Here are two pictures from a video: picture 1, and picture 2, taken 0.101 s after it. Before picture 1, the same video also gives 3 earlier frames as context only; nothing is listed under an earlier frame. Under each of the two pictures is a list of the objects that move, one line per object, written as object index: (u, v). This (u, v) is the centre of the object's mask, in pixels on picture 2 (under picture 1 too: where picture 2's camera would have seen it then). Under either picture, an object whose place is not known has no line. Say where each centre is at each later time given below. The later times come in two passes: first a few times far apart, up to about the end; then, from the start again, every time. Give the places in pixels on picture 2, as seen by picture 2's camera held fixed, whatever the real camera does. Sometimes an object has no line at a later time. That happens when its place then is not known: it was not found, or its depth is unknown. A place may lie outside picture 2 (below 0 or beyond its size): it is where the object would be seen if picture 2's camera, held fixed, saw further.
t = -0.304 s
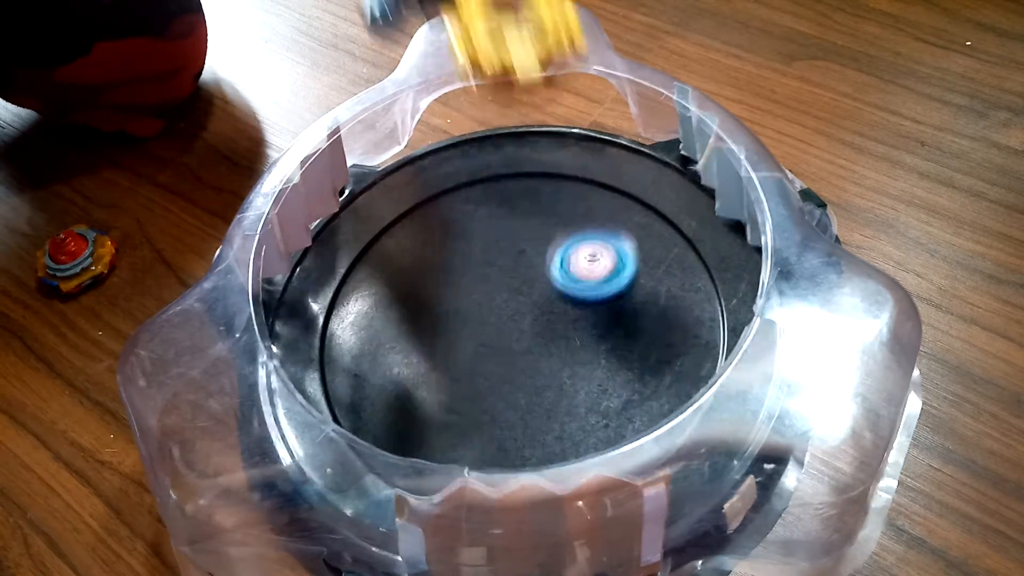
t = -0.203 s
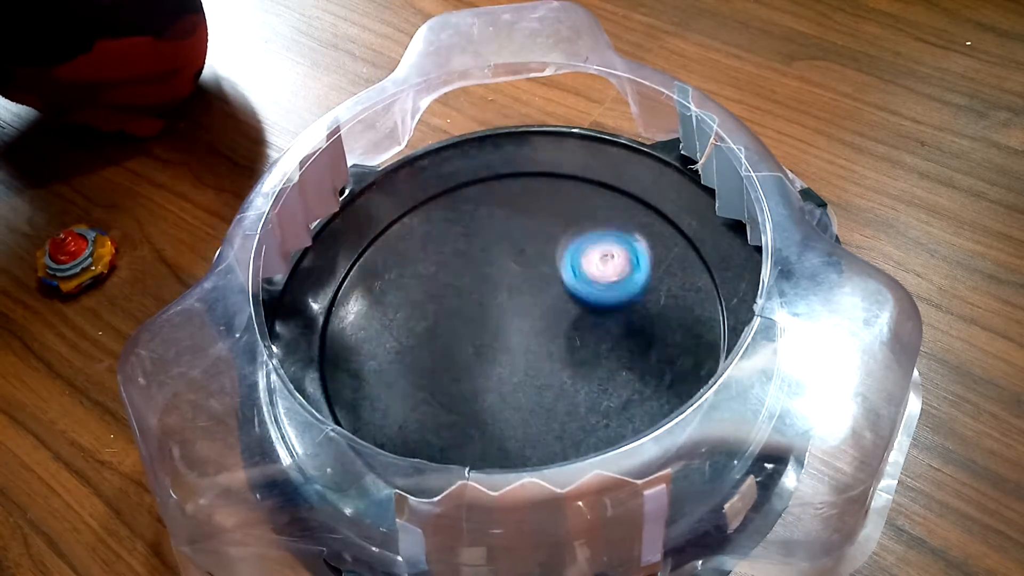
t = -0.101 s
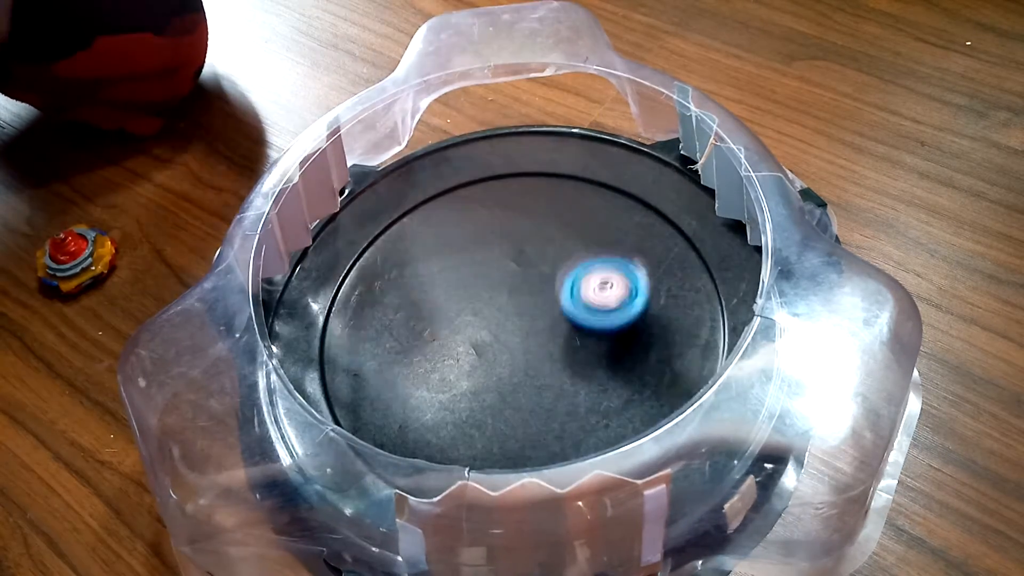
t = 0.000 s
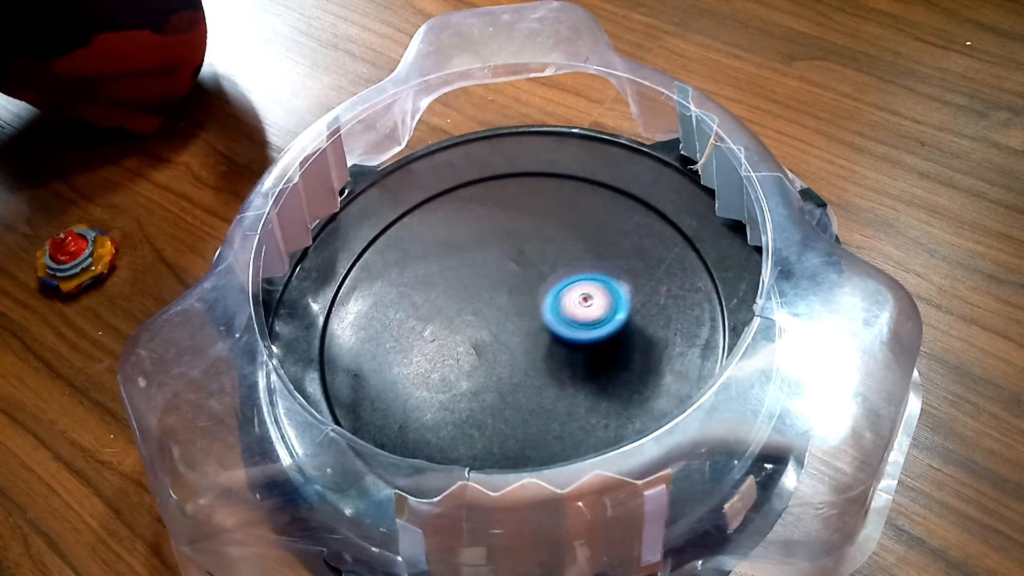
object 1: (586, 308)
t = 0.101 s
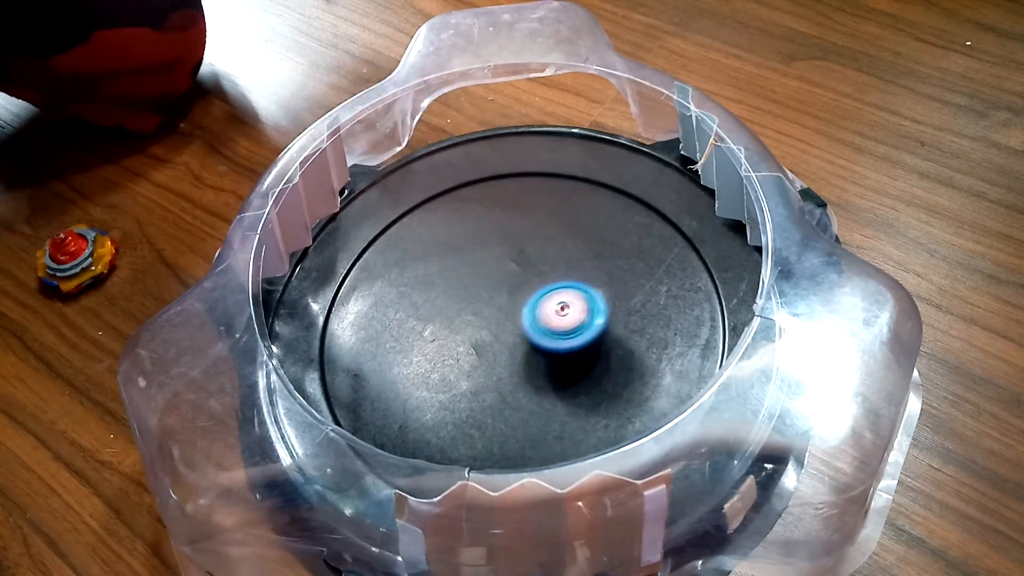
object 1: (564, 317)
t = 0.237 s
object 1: (536, 324)
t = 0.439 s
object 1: (512, 328)
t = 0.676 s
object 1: (514, 320)
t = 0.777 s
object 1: (516, 315)
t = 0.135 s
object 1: (557, 319)
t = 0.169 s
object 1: (549, 321)
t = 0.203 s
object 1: (542, 323)
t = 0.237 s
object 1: (536, 324)
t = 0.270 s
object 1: (530, 325)
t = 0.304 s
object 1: (525, 327)
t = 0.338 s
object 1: (521, 327)
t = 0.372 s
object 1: (516, 328)
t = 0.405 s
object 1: (514, 328)
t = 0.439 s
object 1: (512, 328)
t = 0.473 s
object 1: (511, 327)
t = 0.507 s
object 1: (510, 327)
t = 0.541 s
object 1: (511, 326)
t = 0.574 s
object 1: (511, 324)
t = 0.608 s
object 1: (511, 323)
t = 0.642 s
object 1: (513, 321)
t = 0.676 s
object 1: (514, 320)
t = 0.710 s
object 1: (515, 318)
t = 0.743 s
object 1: (516, 317)
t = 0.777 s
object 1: (516, 315)
